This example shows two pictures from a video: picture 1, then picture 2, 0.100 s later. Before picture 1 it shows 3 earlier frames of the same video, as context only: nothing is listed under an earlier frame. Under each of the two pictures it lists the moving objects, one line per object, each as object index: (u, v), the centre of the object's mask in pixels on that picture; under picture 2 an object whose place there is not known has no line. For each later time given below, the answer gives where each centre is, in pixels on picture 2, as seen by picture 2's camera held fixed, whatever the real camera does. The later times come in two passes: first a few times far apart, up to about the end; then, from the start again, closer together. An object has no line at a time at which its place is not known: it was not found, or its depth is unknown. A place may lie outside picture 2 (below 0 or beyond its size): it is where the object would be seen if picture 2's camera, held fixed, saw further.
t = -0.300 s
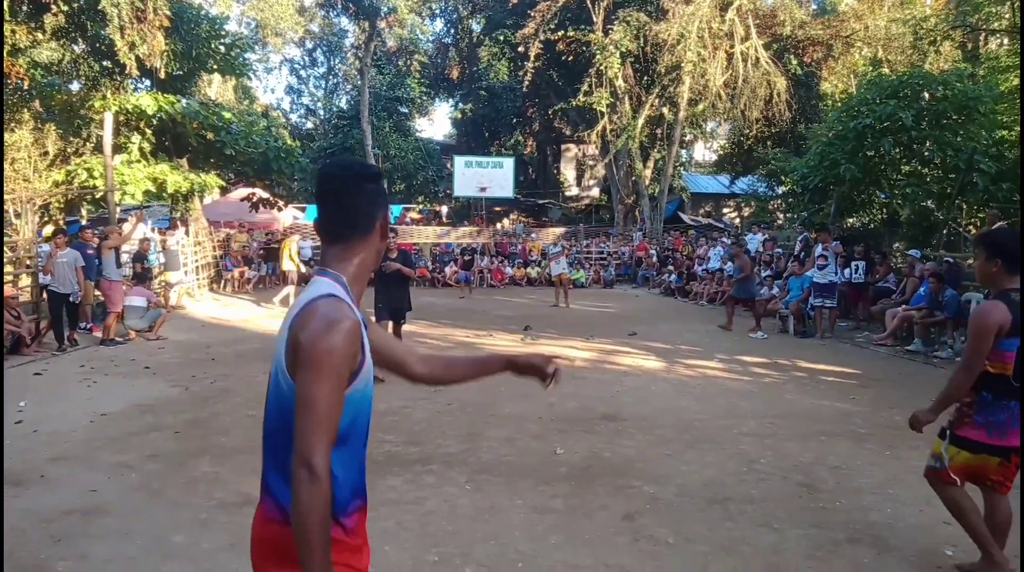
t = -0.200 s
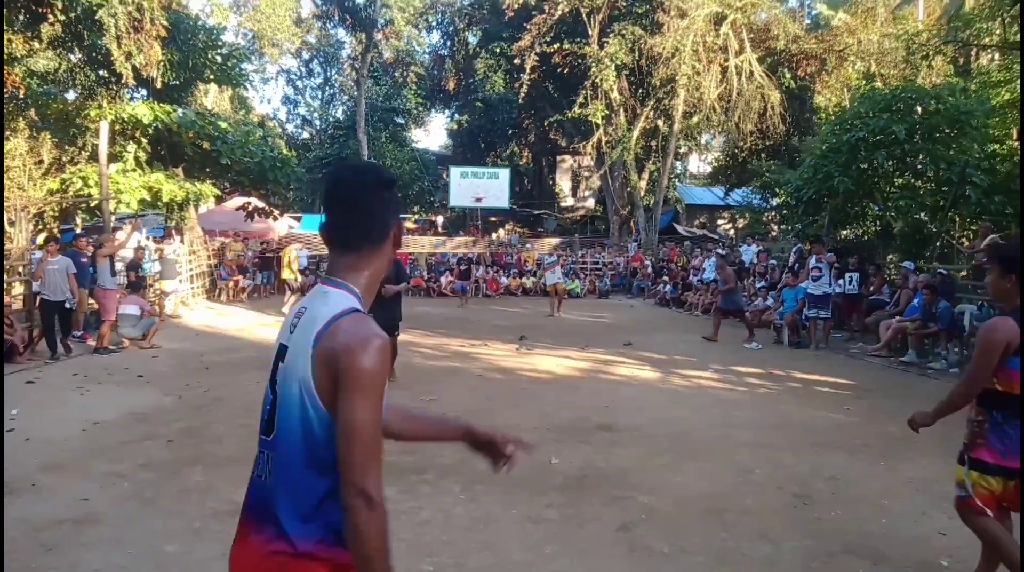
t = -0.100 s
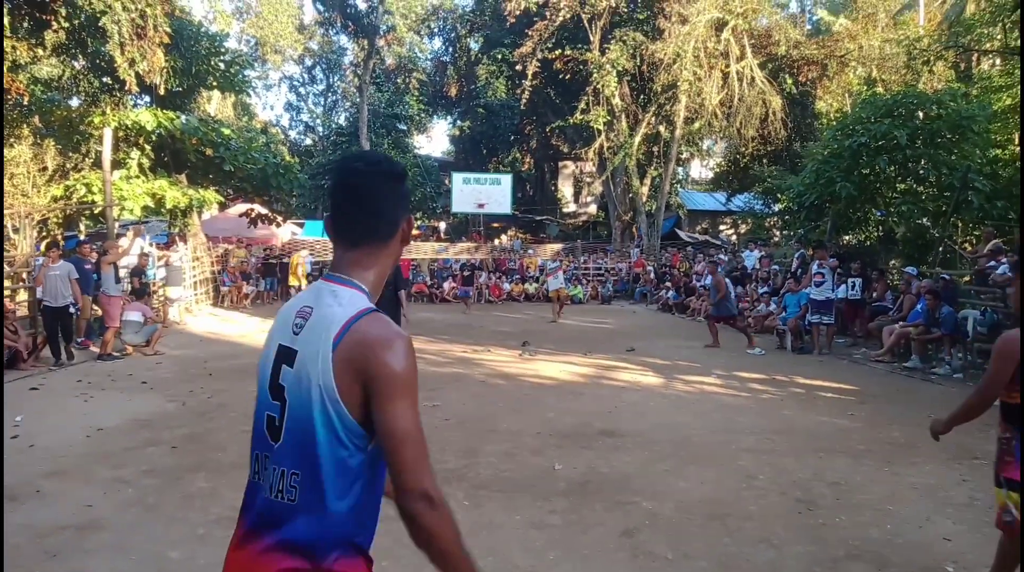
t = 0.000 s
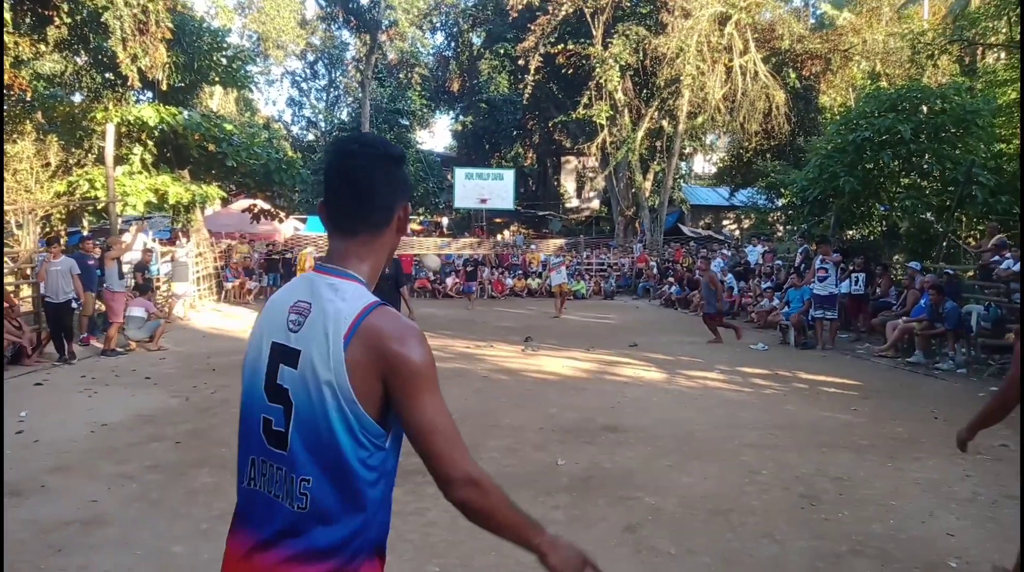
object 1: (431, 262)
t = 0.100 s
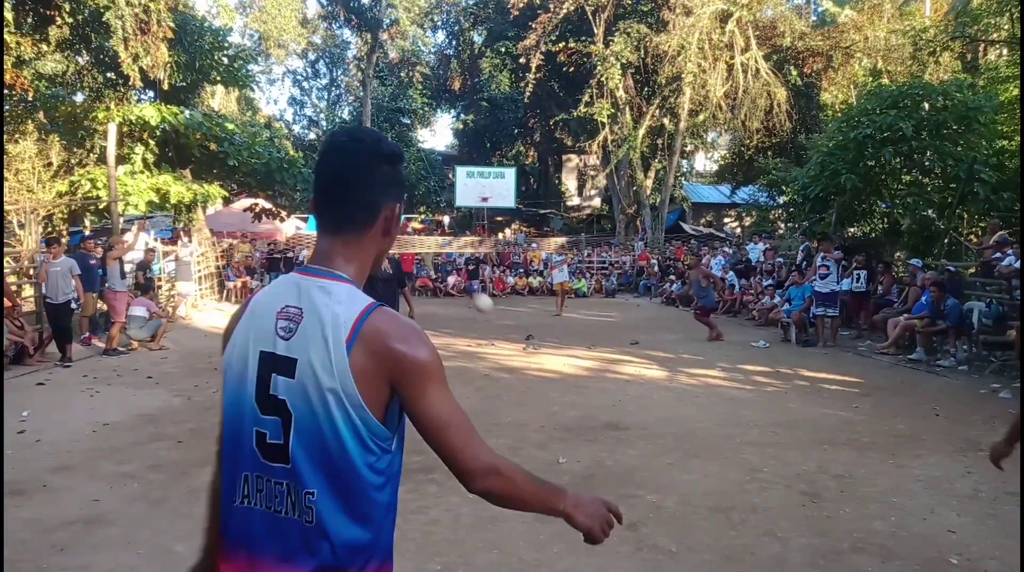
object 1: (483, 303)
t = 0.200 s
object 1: (543, 367)
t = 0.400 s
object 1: (659, 424)
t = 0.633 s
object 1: (779, 352)
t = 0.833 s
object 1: (922, 362)
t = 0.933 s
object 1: (1004, 404)
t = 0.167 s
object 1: (522, 342)
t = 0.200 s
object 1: (543, 367)
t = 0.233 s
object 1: (564, 393)
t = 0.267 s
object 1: (589, 425)
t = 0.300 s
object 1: (616, 461)
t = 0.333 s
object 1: (631, 454)
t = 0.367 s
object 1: (644, 439)
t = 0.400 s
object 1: (659, 424)
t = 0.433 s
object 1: (673, 410)
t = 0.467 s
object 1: (689, 398)
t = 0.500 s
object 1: (704, 386)
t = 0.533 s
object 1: (723, 375)
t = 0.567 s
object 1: (740, 366)
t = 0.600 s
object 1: (759, 358)
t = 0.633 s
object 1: (779, 352)
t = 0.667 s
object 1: (801, 348)
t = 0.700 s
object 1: (823, 346)
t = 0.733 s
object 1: (845, 346)
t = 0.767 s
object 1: (870, 349)
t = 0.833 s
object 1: (922, 362)
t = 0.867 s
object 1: (952, 373)
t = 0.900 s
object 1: (984, 387)
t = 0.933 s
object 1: (1004, 404)
